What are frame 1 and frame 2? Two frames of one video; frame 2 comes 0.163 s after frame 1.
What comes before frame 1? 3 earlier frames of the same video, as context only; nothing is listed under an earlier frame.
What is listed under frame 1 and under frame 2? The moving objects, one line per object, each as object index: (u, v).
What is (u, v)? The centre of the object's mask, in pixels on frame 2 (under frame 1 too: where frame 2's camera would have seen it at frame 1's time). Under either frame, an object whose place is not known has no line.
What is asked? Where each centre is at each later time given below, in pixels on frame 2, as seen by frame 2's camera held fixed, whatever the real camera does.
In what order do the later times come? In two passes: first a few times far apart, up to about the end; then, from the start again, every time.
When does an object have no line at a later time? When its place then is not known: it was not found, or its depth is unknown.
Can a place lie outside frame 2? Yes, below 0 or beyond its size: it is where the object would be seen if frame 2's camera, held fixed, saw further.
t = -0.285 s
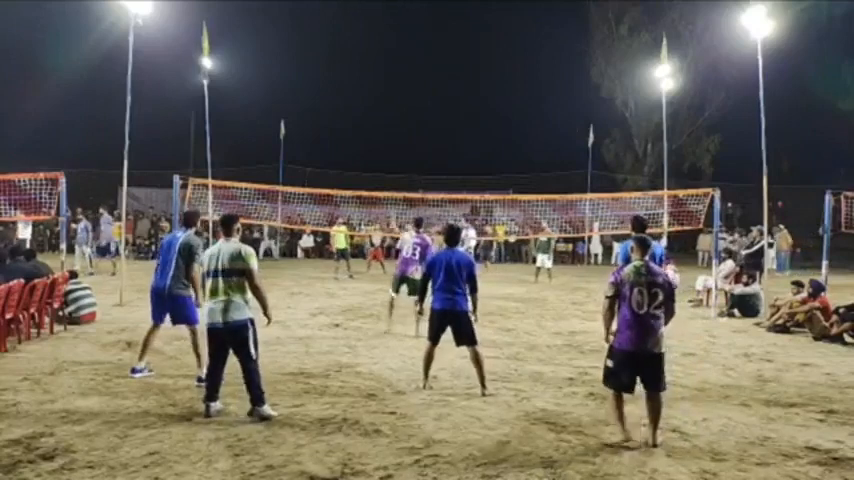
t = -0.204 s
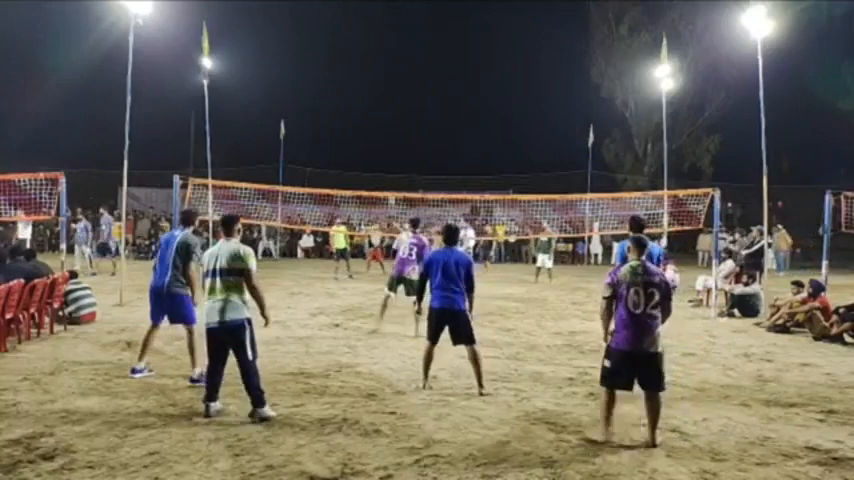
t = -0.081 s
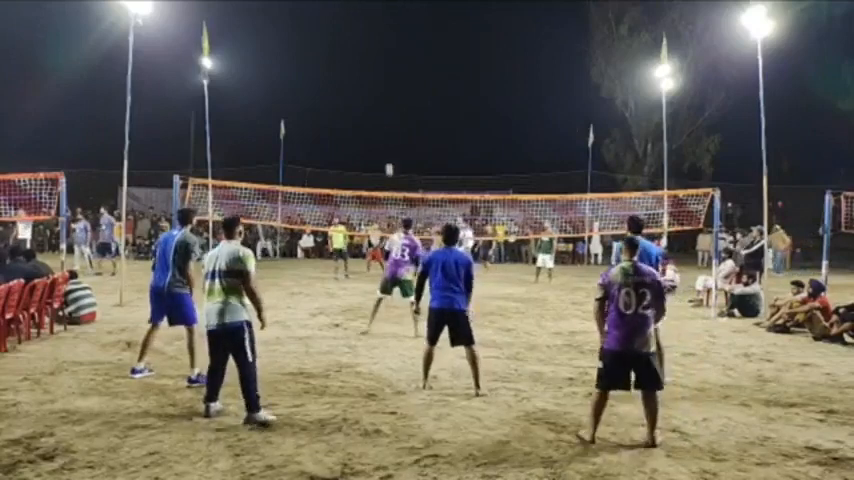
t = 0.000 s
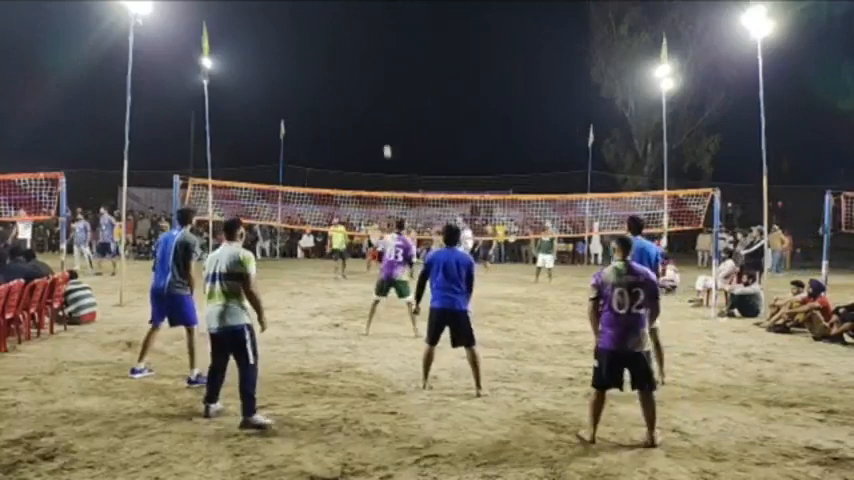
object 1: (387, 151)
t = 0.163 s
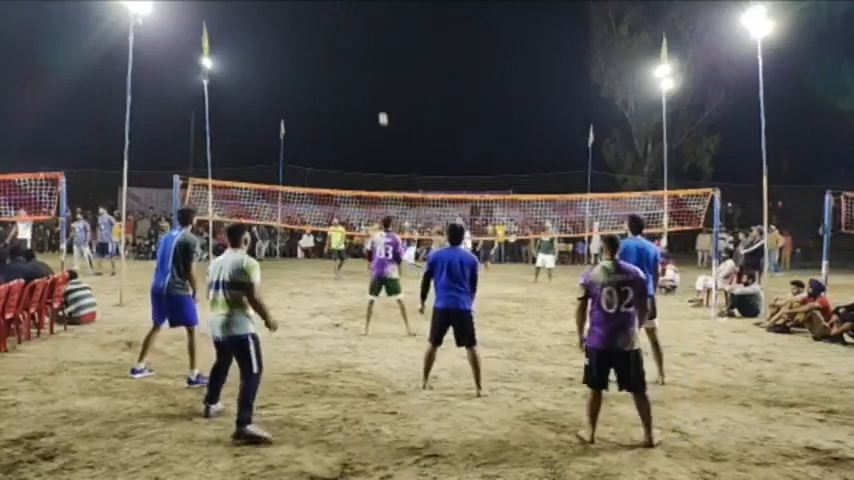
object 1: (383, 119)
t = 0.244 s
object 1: (380, 104)
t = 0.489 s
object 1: (371, 72)
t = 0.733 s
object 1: (359, 69)
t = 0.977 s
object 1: (340, 123)
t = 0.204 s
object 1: (382, 112)
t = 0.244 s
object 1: (380, 104)
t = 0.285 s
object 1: (379, 98)
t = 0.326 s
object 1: (377, 91)
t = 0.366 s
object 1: (376, 86)
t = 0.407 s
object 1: (374, 80)
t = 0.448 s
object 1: (373, 76)
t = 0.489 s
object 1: (371, 72)
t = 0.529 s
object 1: (369, 69)
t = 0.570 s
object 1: (367, 67)
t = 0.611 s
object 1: (365, 66)
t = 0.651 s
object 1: (363, 66)
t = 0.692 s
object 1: (361, 67)
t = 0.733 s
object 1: (359, 69)
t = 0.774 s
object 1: (356, 73)
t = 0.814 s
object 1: (353, 78)
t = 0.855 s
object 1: (351, 86)
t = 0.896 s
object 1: (348, 95)
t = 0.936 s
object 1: (344, 107)
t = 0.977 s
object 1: (340, 123)
